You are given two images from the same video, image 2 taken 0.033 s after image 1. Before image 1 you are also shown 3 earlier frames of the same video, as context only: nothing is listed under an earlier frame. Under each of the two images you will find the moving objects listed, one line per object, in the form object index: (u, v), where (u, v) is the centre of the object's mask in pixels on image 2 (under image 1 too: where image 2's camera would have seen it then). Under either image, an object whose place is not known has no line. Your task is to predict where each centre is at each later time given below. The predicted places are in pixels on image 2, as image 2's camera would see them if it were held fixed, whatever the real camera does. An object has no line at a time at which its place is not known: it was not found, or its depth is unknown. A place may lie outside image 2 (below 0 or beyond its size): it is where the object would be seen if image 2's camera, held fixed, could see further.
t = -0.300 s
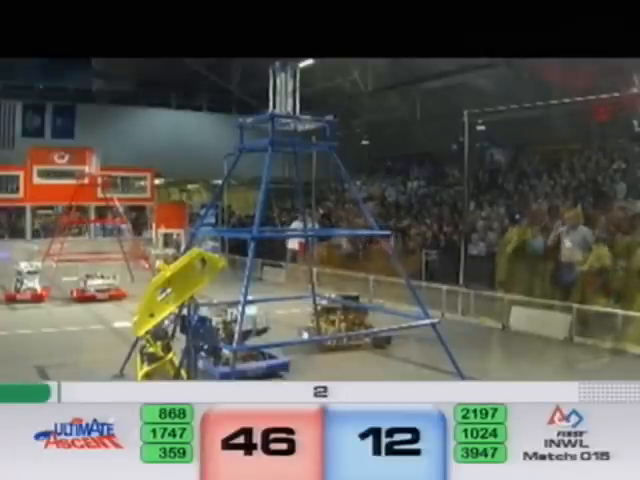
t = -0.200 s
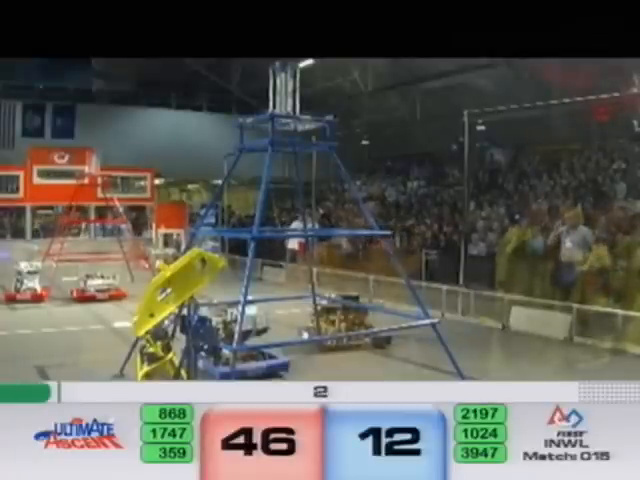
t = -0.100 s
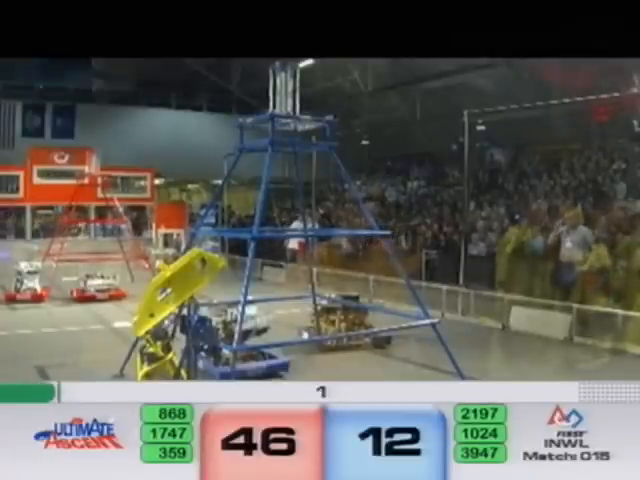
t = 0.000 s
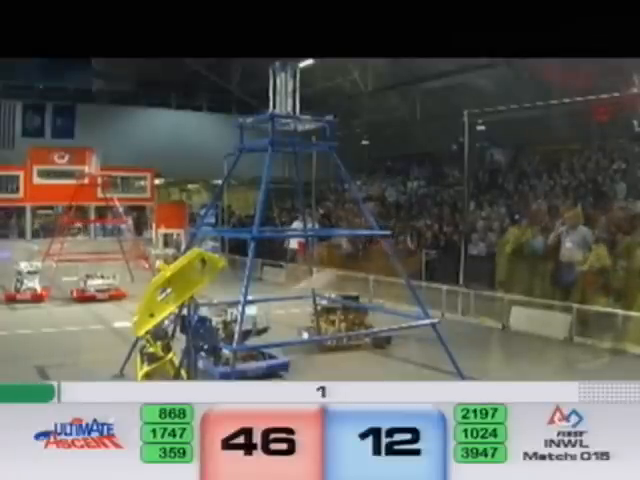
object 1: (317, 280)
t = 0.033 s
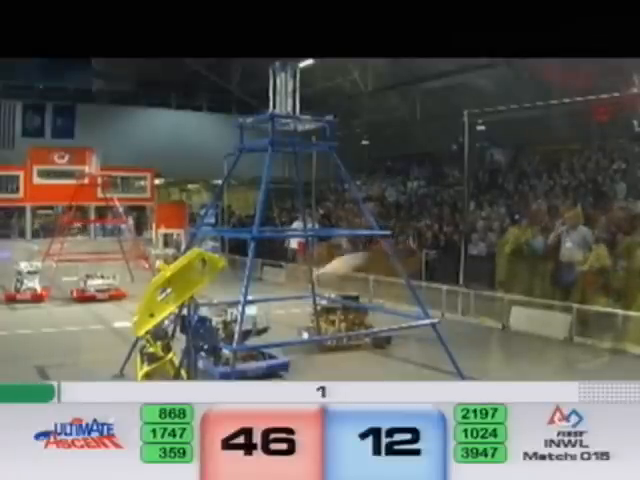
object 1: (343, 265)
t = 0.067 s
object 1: (370, 248)
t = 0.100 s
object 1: (403, 228)
